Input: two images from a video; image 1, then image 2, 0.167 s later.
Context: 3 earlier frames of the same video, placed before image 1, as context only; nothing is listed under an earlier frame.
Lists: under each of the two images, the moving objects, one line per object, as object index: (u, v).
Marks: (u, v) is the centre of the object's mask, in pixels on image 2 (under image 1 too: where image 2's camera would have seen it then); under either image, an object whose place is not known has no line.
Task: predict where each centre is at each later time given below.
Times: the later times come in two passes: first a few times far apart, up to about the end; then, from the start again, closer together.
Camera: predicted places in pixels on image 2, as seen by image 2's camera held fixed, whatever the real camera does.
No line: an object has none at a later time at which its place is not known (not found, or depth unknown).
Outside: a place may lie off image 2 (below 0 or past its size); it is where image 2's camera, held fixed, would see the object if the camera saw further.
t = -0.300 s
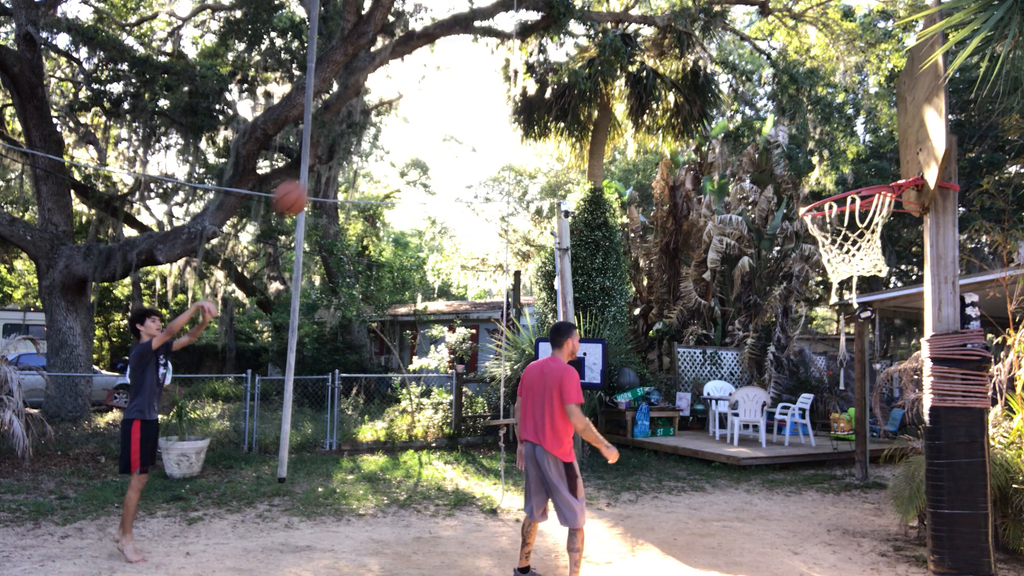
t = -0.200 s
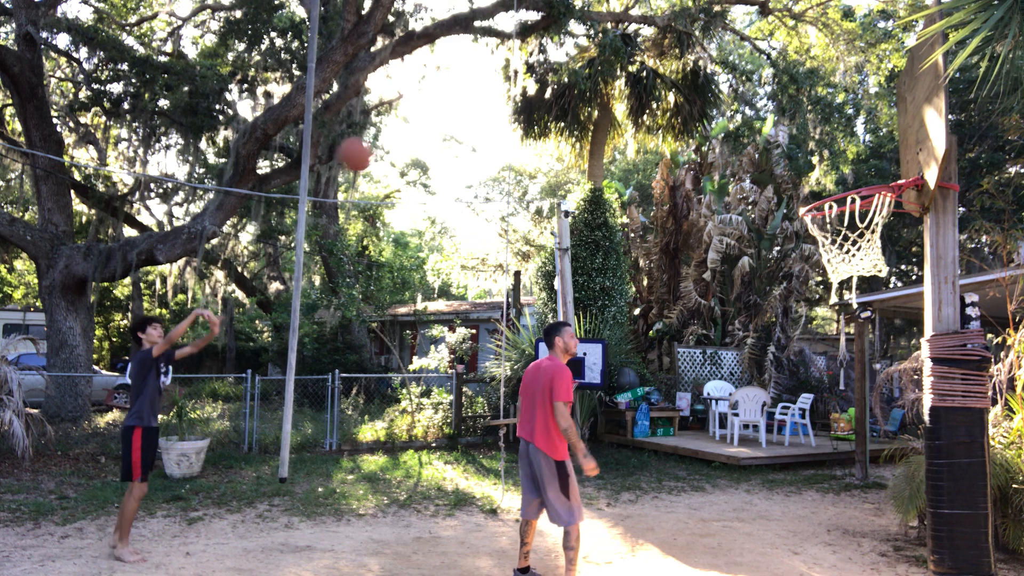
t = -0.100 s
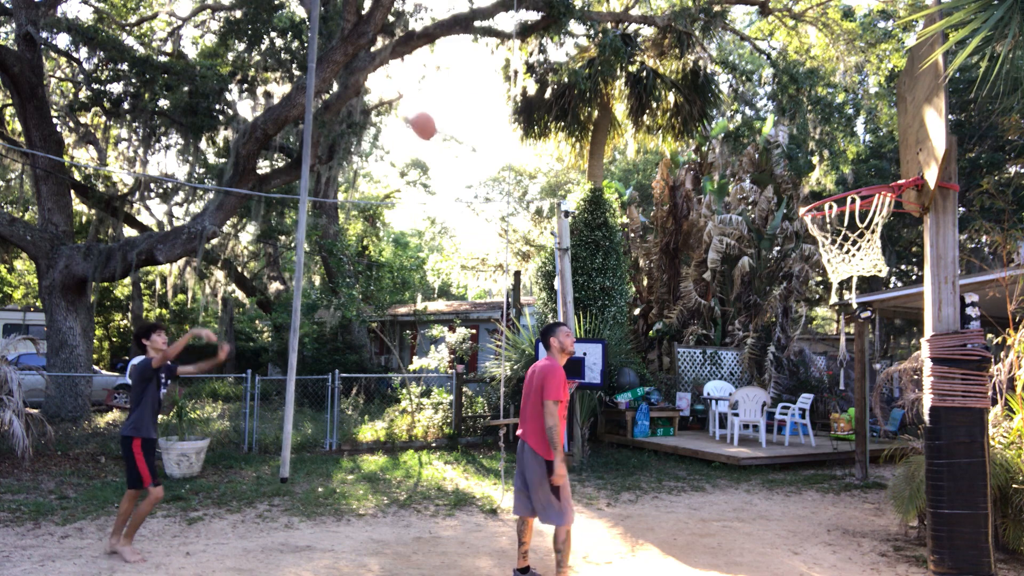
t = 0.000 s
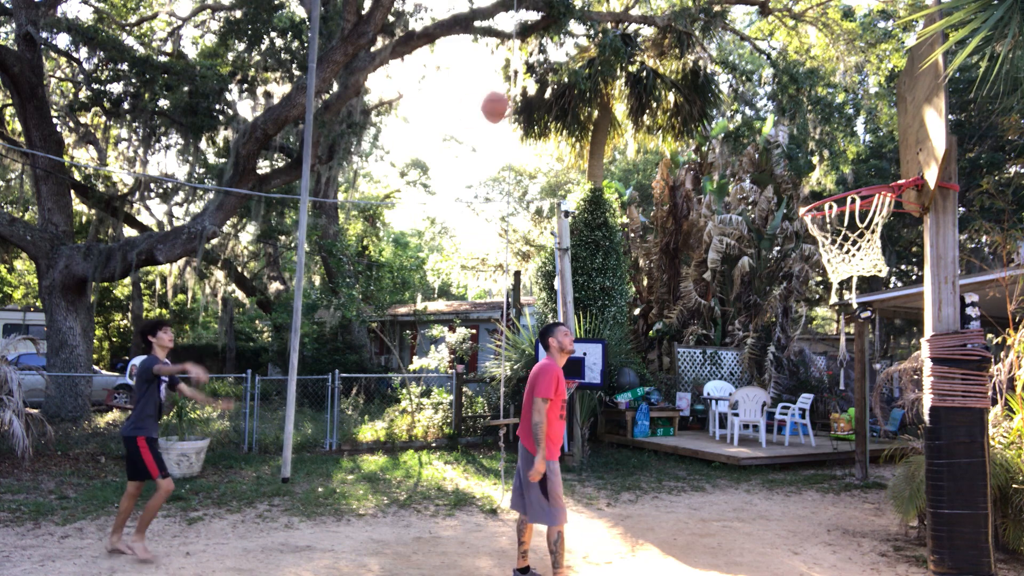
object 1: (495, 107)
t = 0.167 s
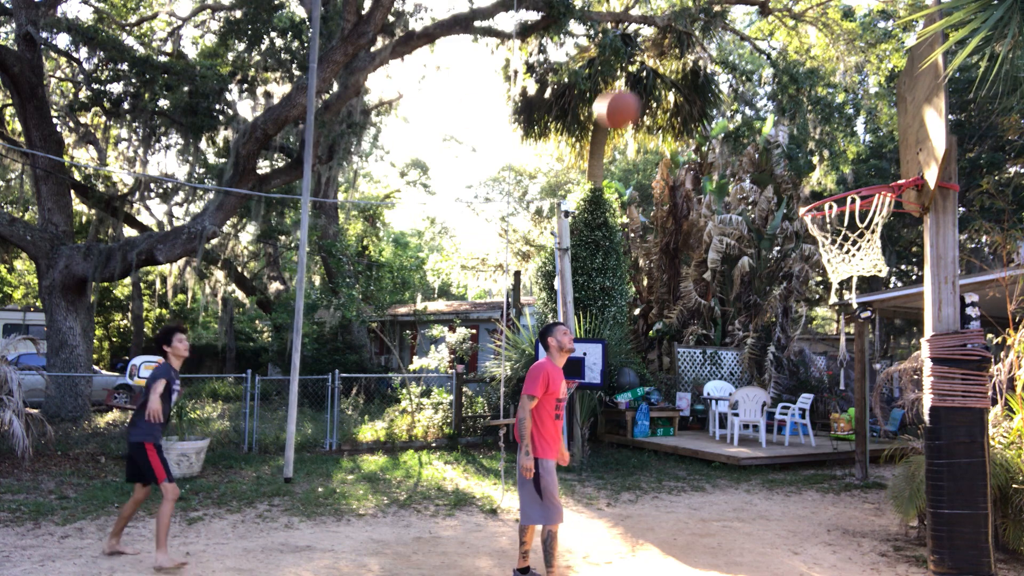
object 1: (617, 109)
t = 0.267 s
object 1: (697, 132)
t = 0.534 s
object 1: (891, 226)
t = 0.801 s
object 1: (854, 262)
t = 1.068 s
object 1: (812, 324)
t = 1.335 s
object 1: (773, 513)
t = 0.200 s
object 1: (646, 114)
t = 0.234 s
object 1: (677, 123)
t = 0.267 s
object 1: (697, 132)
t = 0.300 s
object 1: (732, 146)
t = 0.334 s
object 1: (757, 159)
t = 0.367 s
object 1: (786, 174)
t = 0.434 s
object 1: (845, 201)
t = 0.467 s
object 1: (871, 212)
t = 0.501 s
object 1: (886, 218)
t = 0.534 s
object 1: (891, 226)
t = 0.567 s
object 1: (894, 233)
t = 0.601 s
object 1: (893, 232)
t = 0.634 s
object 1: (888, 239)
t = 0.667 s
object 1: (884, 243)
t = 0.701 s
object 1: (877, 248)
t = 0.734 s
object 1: (870, 251)
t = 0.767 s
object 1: (864, 257)
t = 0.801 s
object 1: (854, 262)
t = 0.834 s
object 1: (848, 265)
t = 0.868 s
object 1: (843, 269)
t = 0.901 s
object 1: (839, 279)
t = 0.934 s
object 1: (834, 282)
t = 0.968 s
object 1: (827, 288)
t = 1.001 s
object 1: (822, 297)
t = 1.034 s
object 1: (817, 310)
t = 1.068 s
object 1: (812, 324)
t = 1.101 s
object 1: (807, 341)
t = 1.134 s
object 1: (802, 359)
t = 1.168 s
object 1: (797, 378)
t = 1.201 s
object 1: (792, 401)
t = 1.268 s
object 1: (782, 454)
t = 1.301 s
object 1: (778, 481)
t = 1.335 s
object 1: (773, 513)
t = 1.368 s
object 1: (768, 547)
